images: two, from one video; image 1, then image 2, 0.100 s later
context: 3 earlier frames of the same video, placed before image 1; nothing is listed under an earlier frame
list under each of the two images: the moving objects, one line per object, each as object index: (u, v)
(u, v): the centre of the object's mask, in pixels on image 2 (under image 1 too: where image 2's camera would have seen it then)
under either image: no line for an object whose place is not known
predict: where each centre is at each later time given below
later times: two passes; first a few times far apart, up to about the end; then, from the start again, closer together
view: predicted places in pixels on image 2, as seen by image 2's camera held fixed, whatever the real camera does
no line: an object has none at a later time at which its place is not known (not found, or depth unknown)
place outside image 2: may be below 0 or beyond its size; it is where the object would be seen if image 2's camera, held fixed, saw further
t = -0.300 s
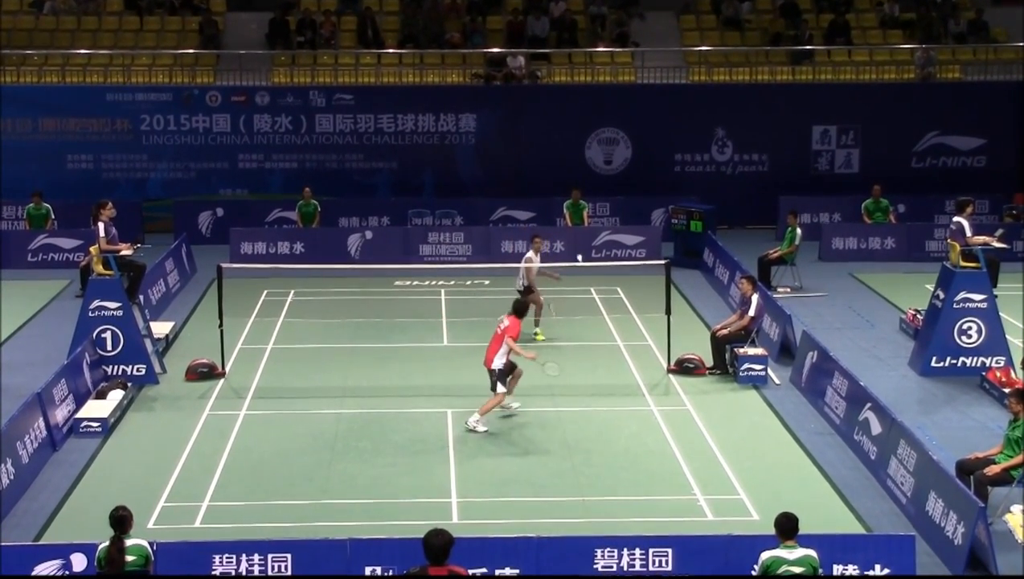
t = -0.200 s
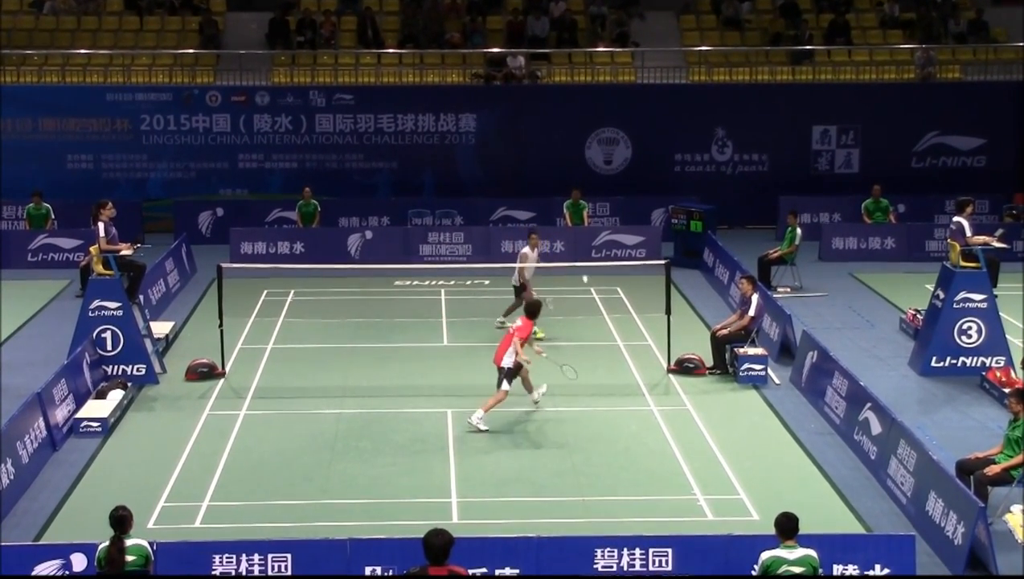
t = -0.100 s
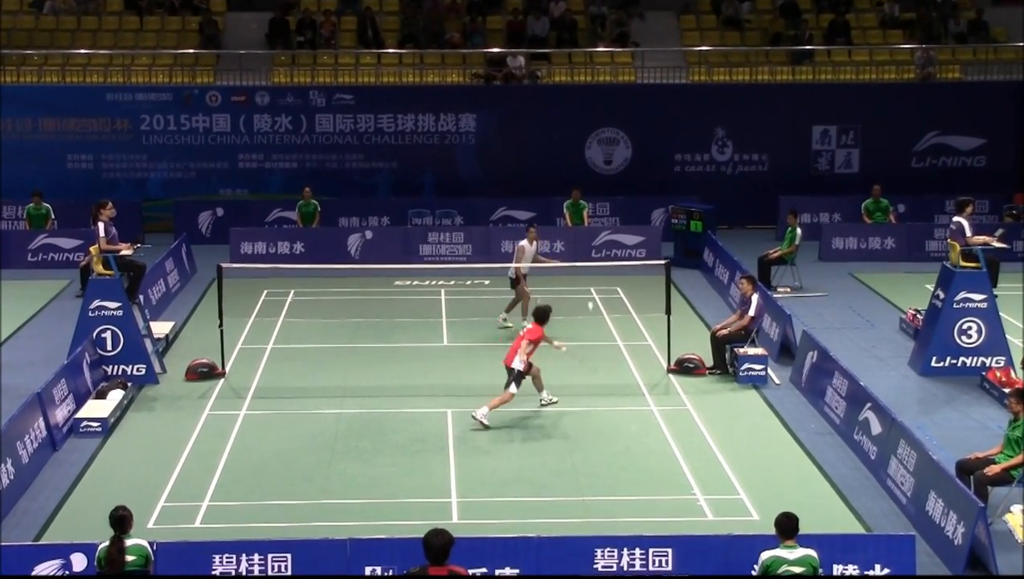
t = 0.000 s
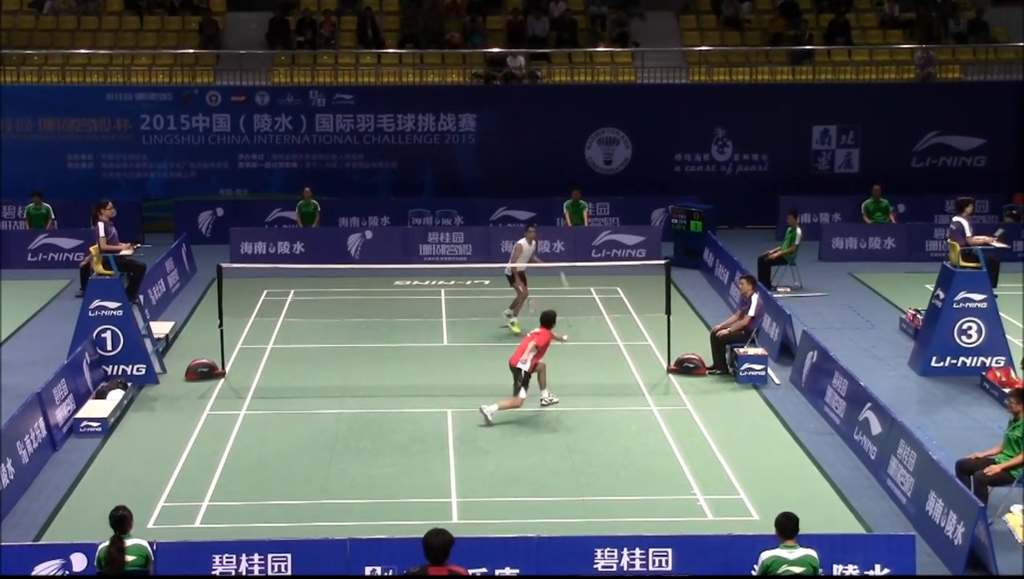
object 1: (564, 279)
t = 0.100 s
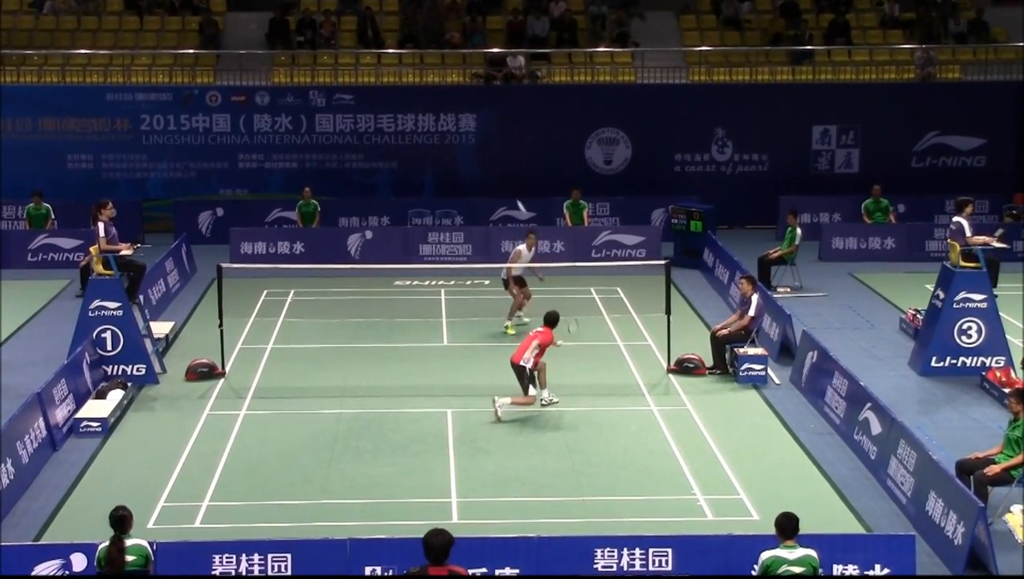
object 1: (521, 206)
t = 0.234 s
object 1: (481, 148)
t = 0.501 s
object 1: (431, 102)
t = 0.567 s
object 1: (421, 99)
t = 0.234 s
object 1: (481, 148)
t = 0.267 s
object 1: (473, 138)
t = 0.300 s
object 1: (465, 130)
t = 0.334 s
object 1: (459, 123)
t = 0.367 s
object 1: (452, 116)
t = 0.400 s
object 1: (446, 112)
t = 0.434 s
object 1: (441, 107)
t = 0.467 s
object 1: (435, 104)
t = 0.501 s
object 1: (431, 102)
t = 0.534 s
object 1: (426, 100)
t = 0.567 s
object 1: (421, 99)
